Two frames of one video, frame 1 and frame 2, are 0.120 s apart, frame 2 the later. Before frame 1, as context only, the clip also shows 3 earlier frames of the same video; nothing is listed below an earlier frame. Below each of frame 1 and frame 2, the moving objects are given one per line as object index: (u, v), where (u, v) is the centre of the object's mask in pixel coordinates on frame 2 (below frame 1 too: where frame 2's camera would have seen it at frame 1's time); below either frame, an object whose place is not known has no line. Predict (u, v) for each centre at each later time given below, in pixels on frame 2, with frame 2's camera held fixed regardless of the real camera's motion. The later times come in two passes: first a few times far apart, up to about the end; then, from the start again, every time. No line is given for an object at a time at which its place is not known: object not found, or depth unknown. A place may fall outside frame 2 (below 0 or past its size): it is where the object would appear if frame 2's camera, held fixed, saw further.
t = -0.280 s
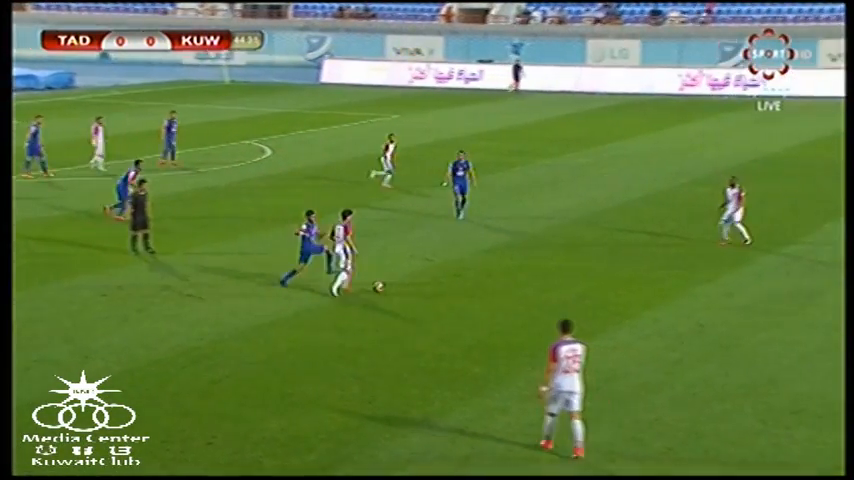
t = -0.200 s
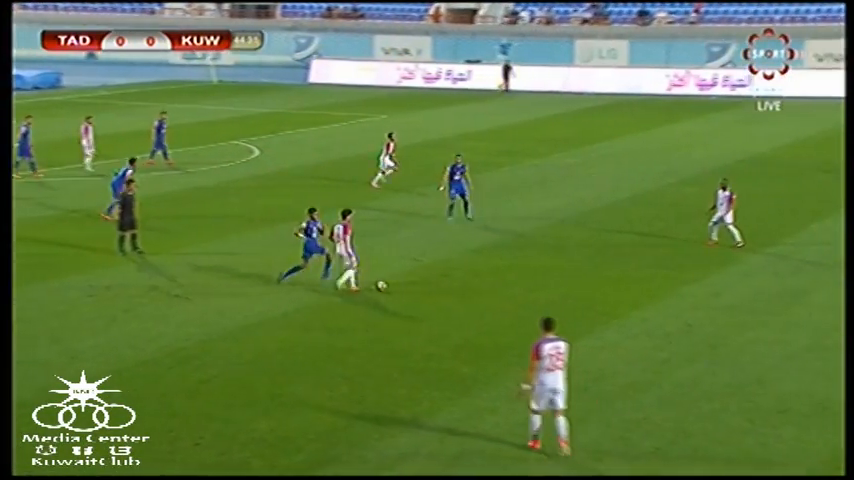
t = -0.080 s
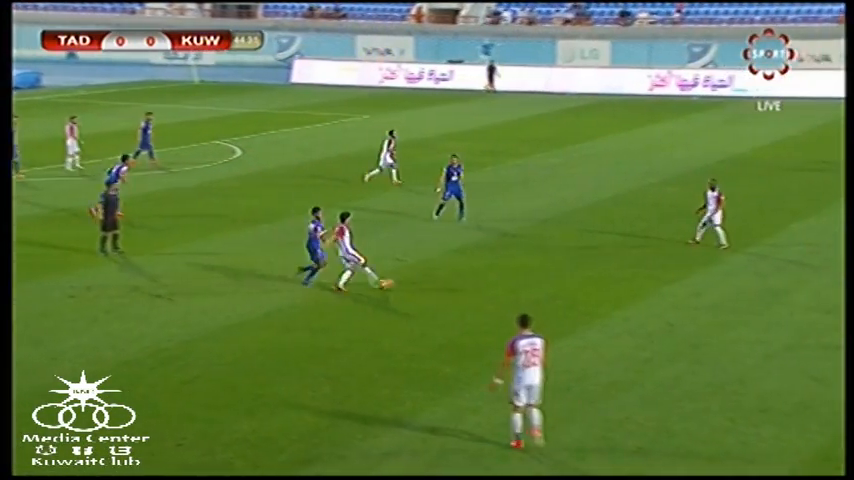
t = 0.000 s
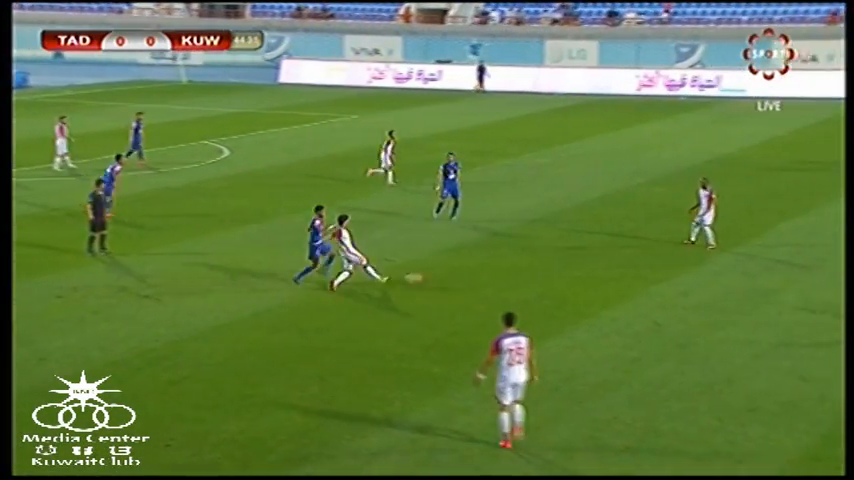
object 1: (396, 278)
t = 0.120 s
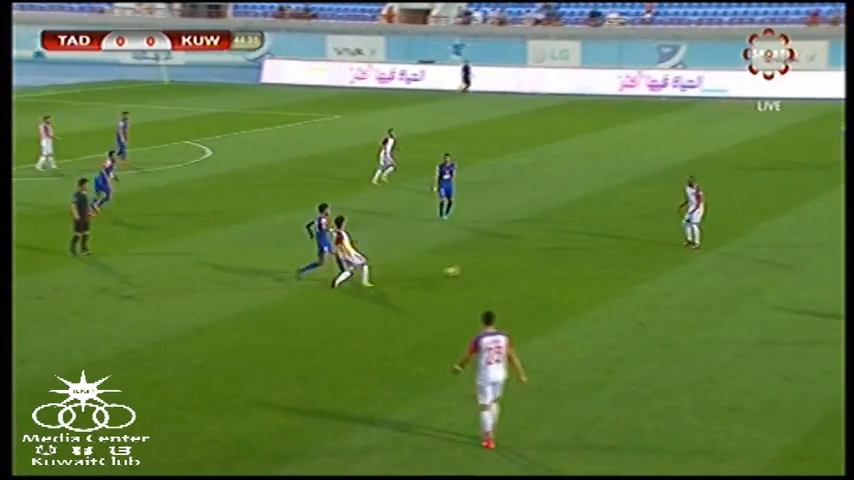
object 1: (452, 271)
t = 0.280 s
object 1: (516, 262)
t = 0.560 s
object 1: (606, 252)
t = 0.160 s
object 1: (469, 269)
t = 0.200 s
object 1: (485, 267)
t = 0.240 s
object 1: (501, 265)
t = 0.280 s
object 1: (516, 262)
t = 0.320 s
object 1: (531, 261)
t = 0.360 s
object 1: (544, 260)
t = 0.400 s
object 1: (557, 258)
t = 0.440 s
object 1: (570, 256)
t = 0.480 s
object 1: (583, 255)
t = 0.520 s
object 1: (595, 253)
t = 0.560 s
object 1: (606, 252)
